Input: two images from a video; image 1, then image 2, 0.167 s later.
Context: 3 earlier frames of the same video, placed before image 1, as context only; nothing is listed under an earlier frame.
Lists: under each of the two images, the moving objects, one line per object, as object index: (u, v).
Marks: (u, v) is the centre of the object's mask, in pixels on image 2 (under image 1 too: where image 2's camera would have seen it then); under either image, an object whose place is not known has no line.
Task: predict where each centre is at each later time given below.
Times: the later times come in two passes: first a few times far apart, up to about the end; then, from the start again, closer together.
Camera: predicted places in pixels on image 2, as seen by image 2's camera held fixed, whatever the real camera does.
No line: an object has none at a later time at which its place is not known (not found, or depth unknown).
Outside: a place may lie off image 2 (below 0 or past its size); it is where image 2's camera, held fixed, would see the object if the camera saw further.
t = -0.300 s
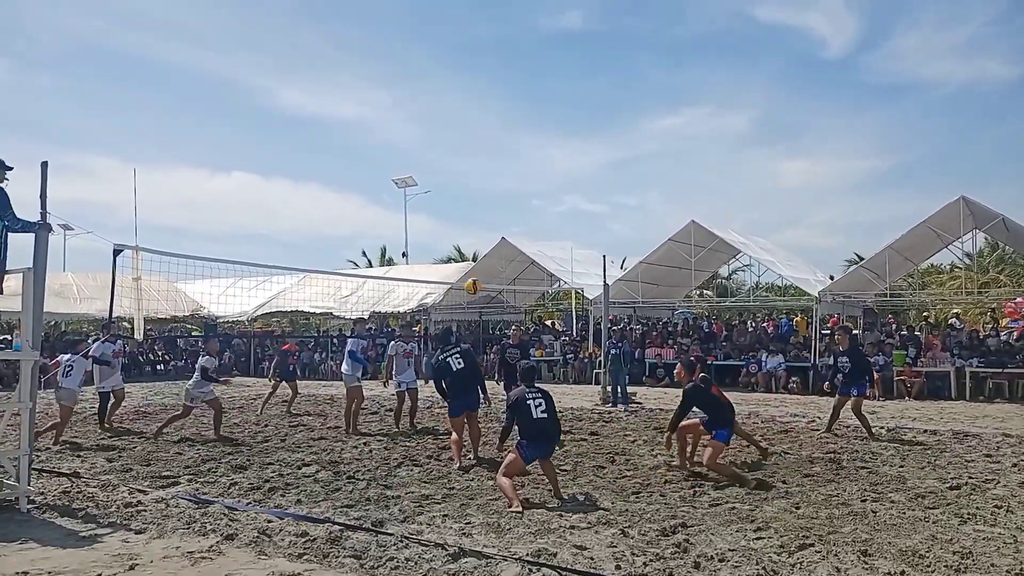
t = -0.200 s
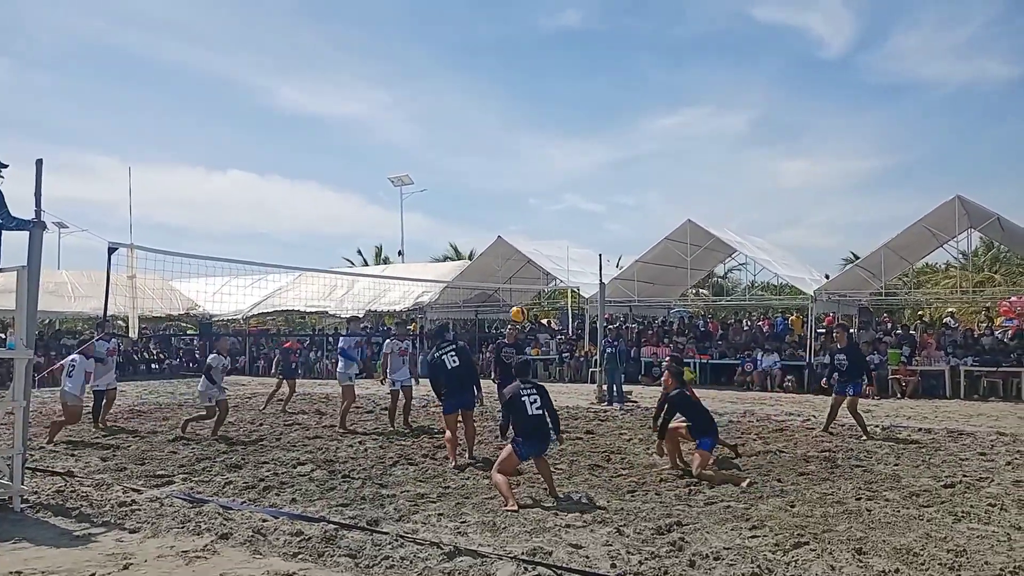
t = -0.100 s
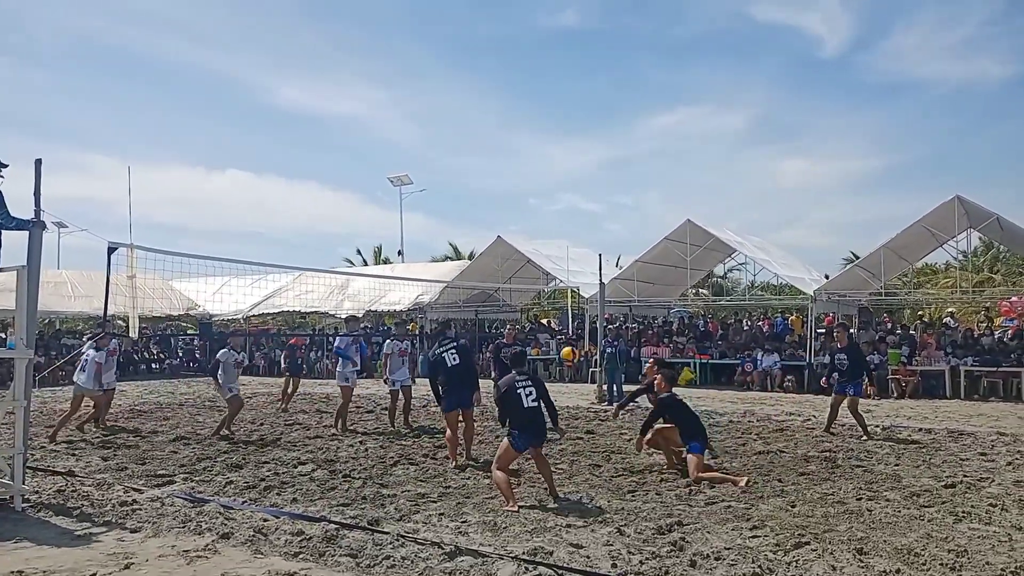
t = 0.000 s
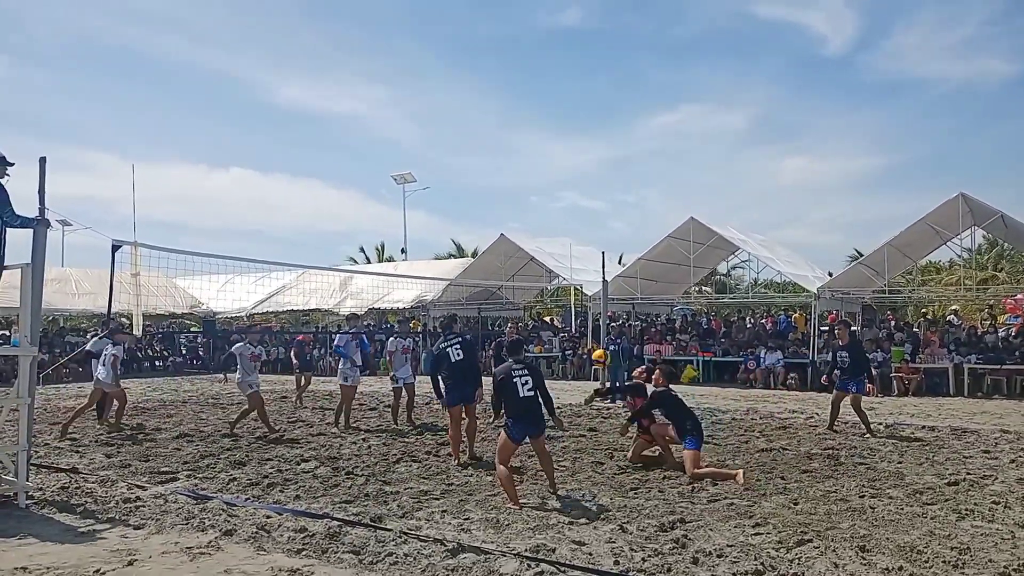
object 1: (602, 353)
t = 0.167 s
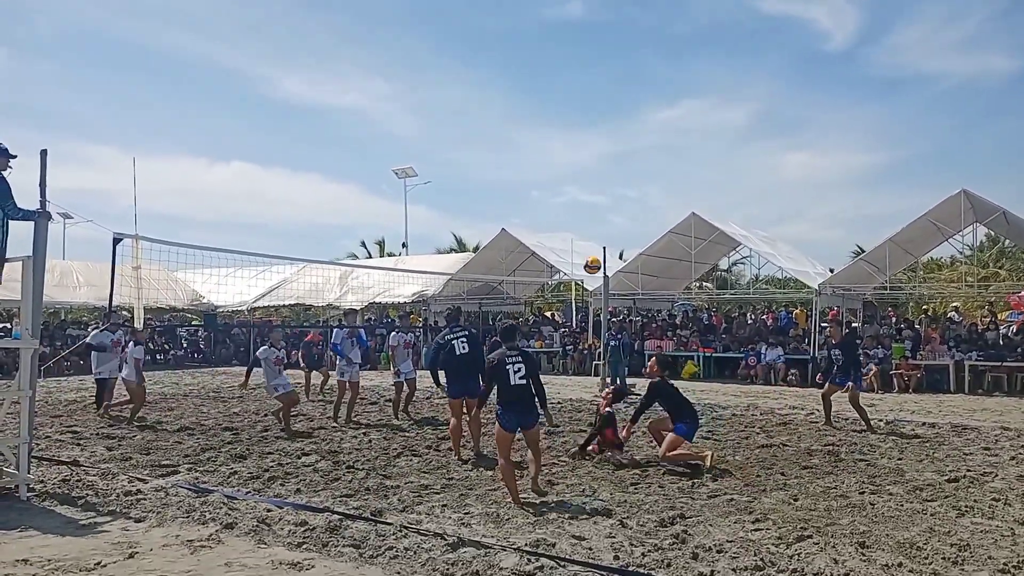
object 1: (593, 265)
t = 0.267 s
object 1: (587, 226)
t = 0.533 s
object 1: (578, 166)
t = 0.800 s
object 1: (571, 162)
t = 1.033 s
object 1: (564, 198)
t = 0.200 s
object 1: (591, 252)
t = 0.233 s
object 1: (589, 239)
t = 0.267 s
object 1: (587, 226)
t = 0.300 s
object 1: (586, 215)
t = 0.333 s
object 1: (585, 205)
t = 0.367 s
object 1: (583, 197)
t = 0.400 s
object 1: (581, 188)
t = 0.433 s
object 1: (580, 181)
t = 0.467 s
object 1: (580, 176)
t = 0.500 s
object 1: (579, 170)
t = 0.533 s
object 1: (578, 166)
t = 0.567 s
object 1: (576, 163)
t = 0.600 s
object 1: (575, 160)
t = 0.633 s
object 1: (574, 159)
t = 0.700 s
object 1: (573, 158)
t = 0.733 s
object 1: (572, 158)
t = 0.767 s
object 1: (572, 160)
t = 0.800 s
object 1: (571, 162)
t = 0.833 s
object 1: (570, 164)
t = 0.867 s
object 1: (569, 167)
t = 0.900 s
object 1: (568, 172)
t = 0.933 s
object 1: (567, 177)
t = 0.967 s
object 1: (565, 183)
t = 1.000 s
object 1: (564, 190)
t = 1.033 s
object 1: (564, 198)
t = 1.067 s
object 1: (562, 206)
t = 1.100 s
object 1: (561, 215)
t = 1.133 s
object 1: (560, 225)
